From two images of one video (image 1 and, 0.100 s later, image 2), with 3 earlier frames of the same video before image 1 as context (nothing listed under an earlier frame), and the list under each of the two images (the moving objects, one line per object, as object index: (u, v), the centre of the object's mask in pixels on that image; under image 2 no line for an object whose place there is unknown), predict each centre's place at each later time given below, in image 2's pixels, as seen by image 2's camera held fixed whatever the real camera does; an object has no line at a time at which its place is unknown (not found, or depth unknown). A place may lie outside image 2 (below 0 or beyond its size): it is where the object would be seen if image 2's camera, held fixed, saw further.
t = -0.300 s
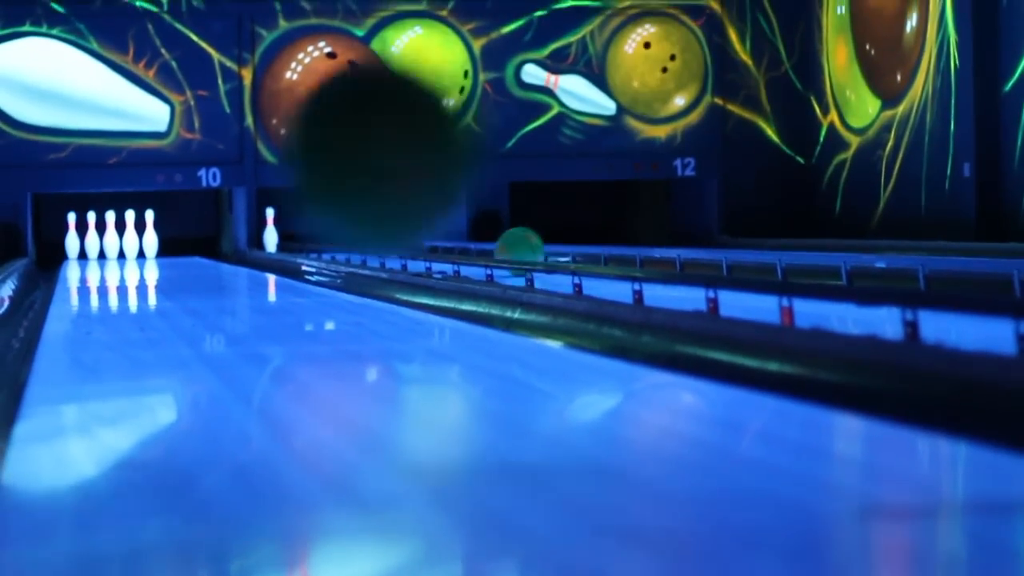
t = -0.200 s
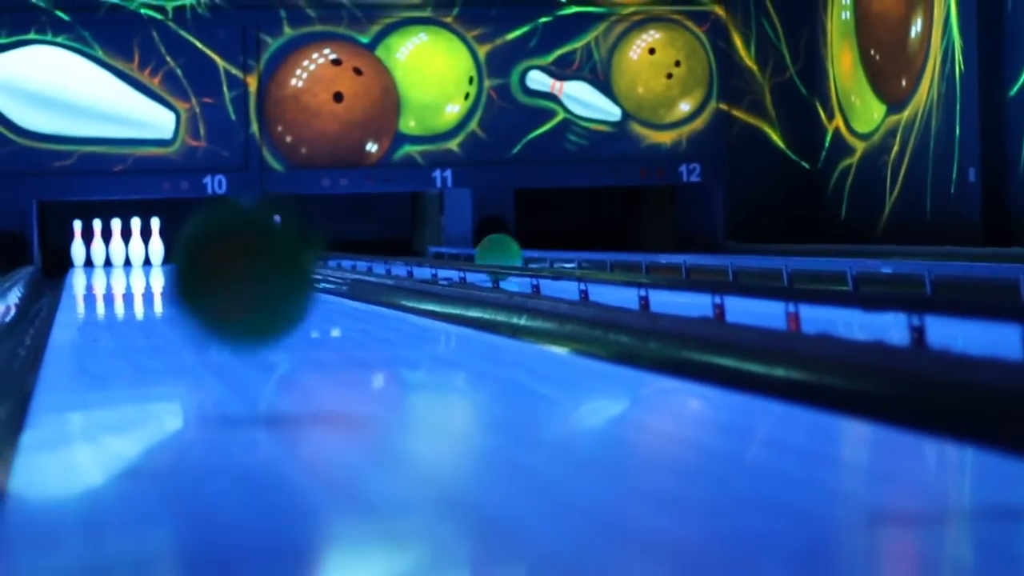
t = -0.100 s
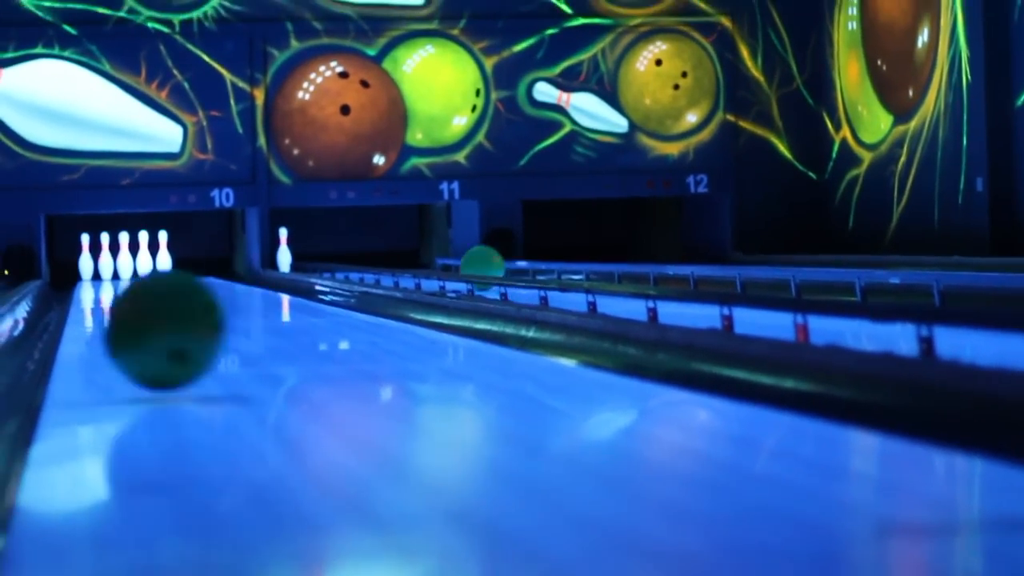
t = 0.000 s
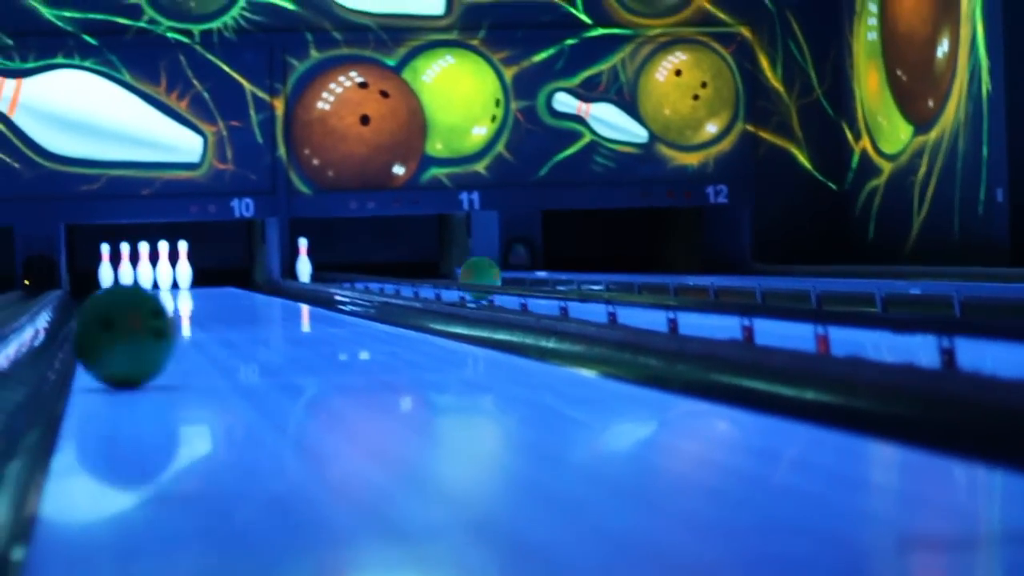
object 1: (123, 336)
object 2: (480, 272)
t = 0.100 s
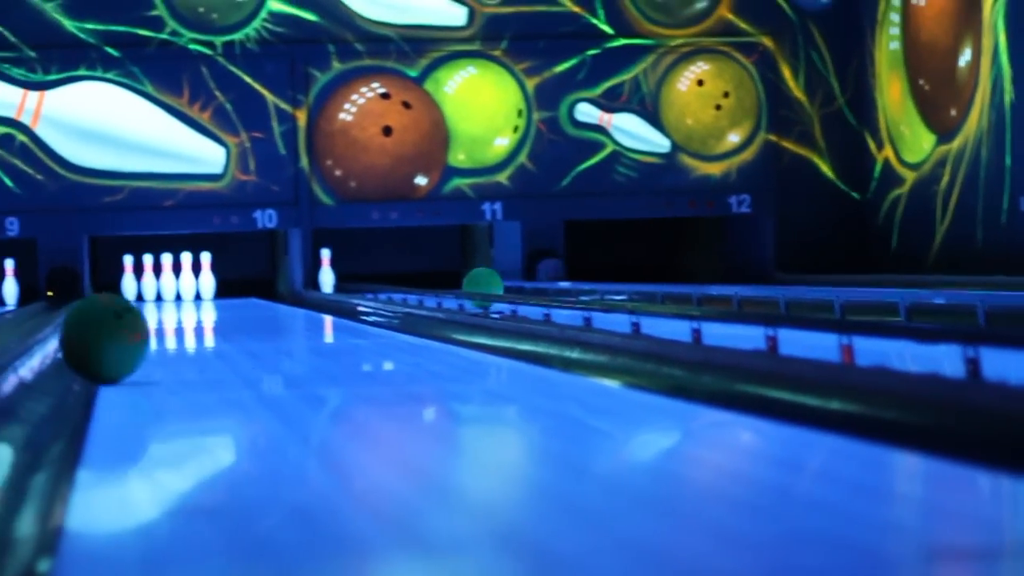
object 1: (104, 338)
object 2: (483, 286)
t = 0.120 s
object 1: (96, 337)
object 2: (481, 282)
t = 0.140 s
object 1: (88, 336)
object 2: (478, 282)
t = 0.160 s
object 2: (475, 286)
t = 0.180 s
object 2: (473, 286)
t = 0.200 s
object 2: (471, 287)
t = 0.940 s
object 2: (375, 282)
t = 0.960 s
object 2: (373, 278)
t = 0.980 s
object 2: (371, 277)
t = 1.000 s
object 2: (368, 277)
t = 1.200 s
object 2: (360, 278)
